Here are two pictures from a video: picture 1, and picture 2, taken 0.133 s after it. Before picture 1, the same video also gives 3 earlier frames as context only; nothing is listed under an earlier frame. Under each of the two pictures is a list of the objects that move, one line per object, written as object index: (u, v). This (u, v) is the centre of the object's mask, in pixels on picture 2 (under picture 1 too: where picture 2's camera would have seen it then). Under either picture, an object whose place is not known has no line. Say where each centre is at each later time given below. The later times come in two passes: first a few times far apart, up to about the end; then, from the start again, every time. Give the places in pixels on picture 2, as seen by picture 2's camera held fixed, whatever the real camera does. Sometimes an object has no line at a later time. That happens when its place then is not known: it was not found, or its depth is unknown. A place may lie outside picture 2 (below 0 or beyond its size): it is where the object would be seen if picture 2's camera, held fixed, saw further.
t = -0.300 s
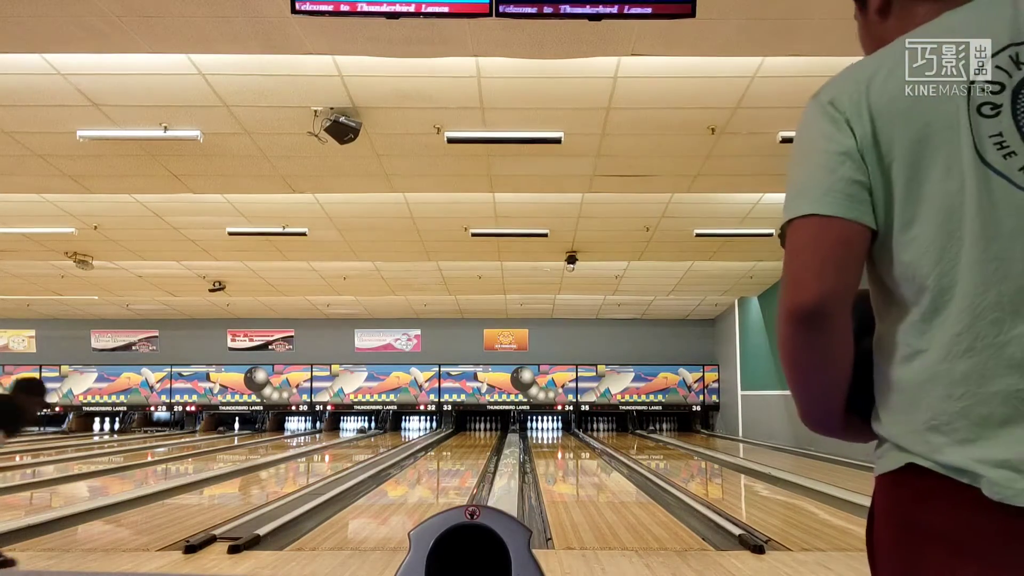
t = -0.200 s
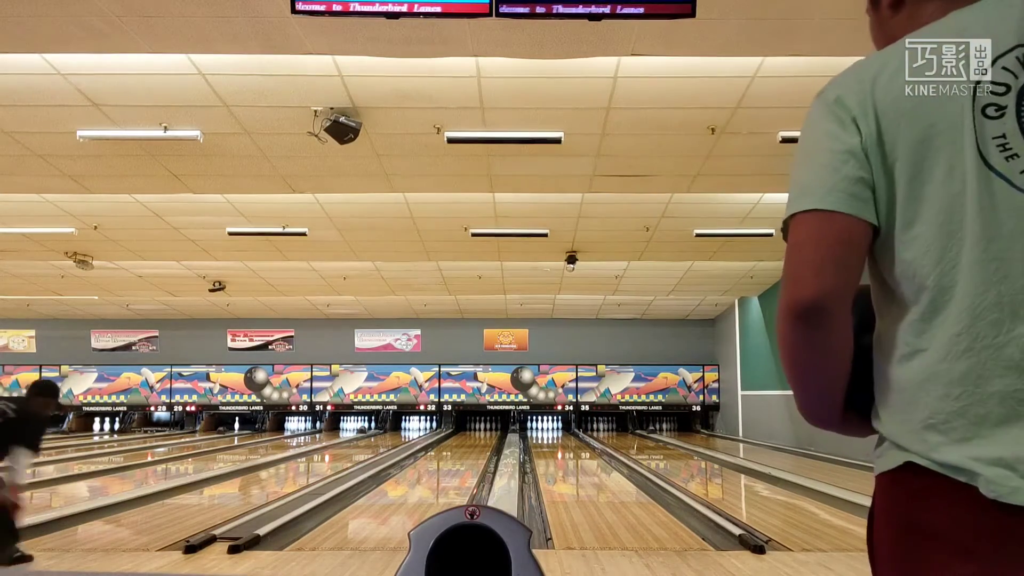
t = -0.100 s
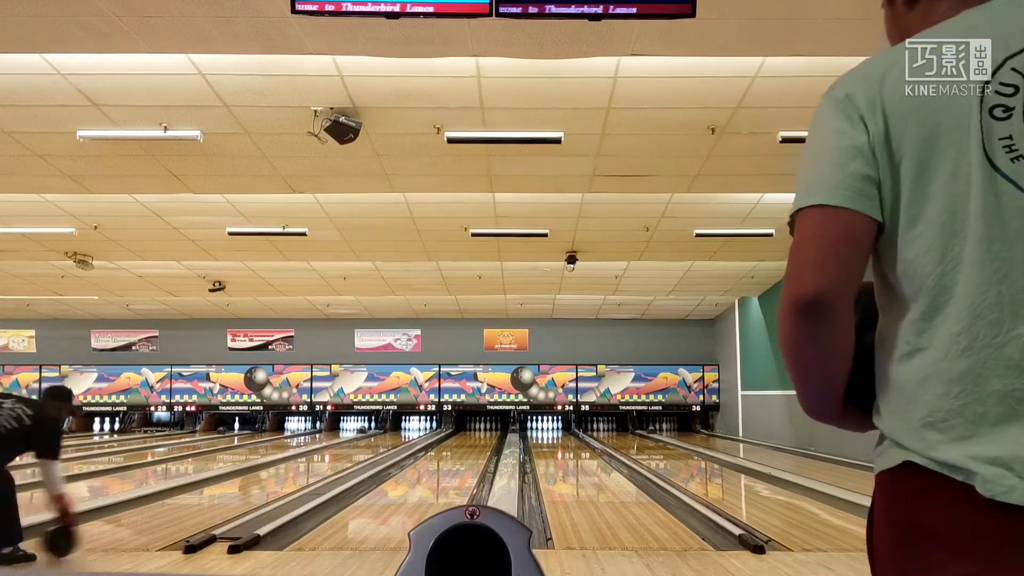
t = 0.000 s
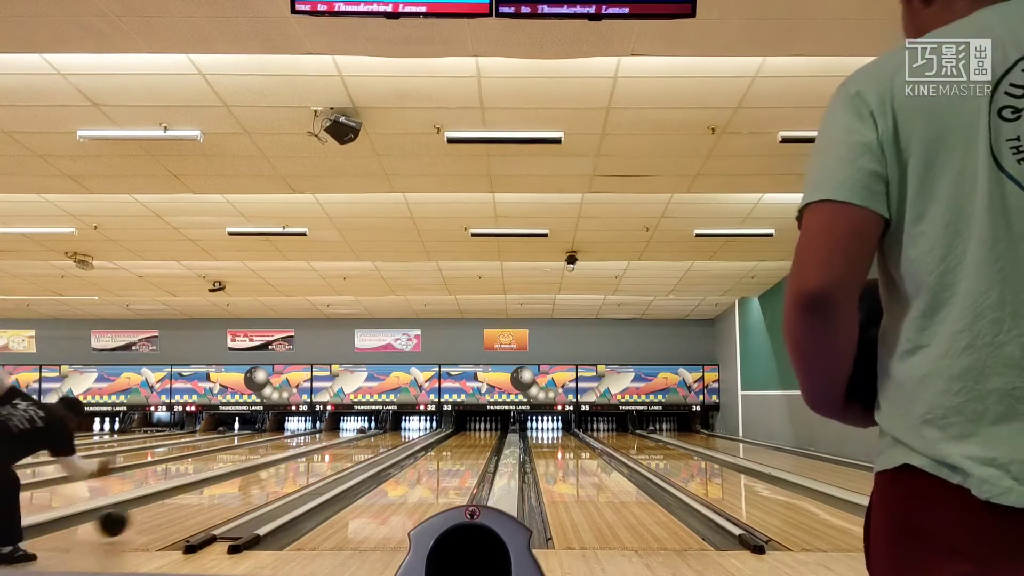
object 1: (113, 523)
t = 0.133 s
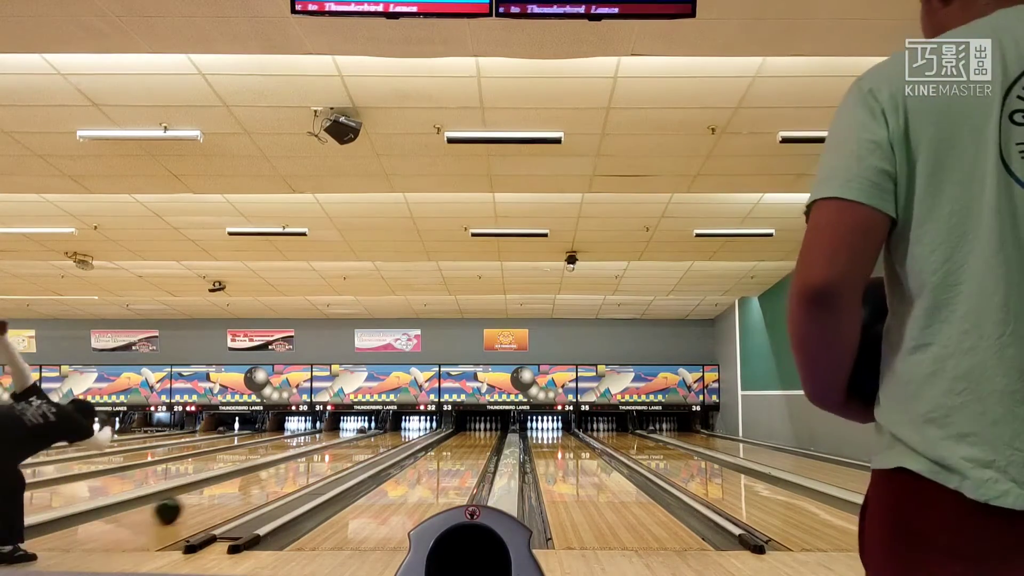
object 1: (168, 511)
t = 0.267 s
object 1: (210, 497)
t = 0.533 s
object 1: (271, 478)
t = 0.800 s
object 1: (312, 464)
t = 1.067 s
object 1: (342, 455)
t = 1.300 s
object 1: (362, 448)
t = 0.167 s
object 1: (180, 507)
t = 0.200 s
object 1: (190, 504)
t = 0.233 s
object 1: (200, 500)
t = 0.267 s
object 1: (210, 497)
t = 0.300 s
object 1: (219, 494)
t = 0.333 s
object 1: (228, 492)
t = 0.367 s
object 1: (236, 489)
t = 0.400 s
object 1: (244, 487)
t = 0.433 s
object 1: (251, 484)
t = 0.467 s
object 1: (258, 482)
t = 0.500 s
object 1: (265, 480)
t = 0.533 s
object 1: (271, 478)
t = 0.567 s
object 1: (277, 475)
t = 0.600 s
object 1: (283, 474)
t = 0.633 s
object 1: (288, 472)
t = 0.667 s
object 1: (294, 470)
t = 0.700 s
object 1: (299, 468)
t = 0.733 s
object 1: (303, 467)
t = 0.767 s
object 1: (308, 465)
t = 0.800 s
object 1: (312, 464)
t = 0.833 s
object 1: (316, 463)
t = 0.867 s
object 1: (321, 461)
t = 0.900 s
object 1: (325, 460)
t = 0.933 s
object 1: (328, 459)
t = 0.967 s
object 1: (332, 458)
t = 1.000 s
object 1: (336, 457)
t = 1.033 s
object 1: (339, 456)
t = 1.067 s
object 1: (342, 455)
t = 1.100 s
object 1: (345, 454)
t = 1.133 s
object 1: (348, 453)
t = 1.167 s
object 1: (351, 452)
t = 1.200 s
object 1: (354, 451)
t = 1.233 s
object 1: (357, 450)
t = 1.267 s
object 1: (359, 449)
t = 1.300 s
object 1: (362, 448)
